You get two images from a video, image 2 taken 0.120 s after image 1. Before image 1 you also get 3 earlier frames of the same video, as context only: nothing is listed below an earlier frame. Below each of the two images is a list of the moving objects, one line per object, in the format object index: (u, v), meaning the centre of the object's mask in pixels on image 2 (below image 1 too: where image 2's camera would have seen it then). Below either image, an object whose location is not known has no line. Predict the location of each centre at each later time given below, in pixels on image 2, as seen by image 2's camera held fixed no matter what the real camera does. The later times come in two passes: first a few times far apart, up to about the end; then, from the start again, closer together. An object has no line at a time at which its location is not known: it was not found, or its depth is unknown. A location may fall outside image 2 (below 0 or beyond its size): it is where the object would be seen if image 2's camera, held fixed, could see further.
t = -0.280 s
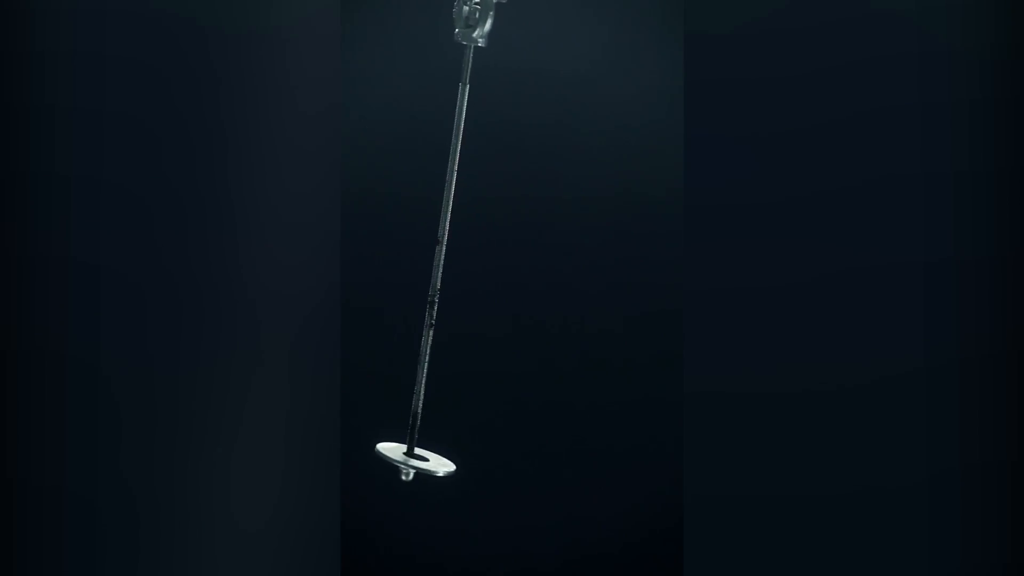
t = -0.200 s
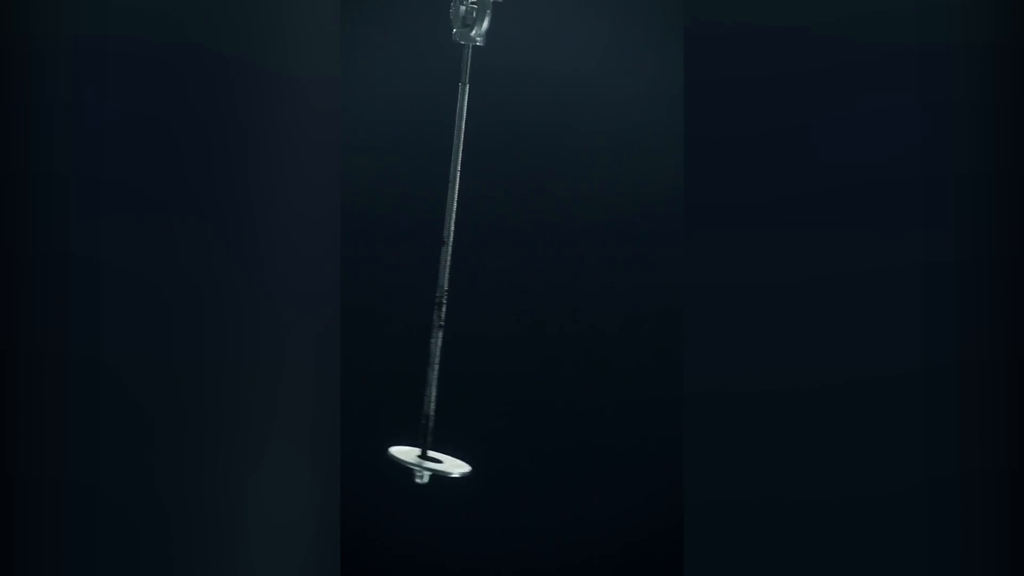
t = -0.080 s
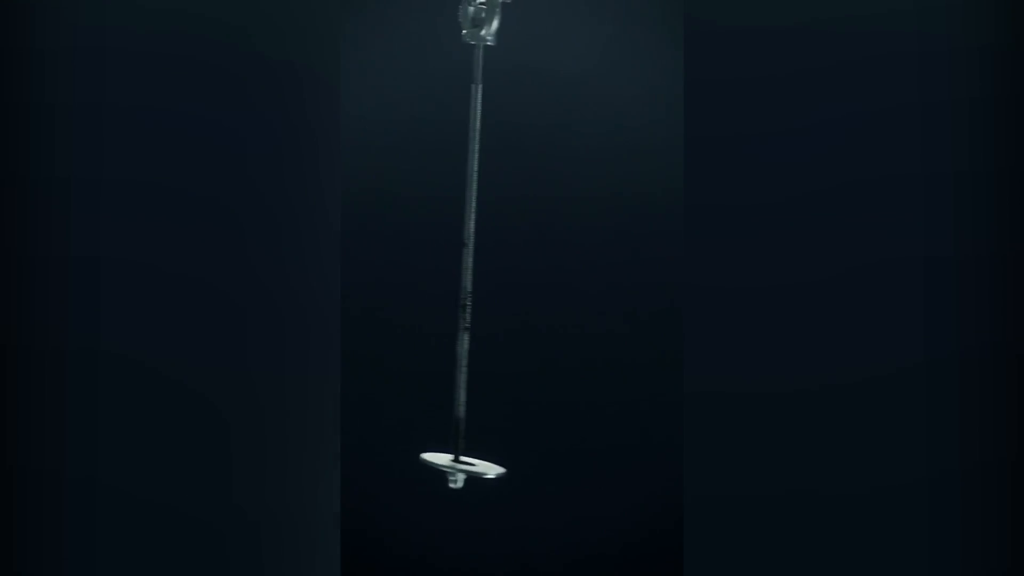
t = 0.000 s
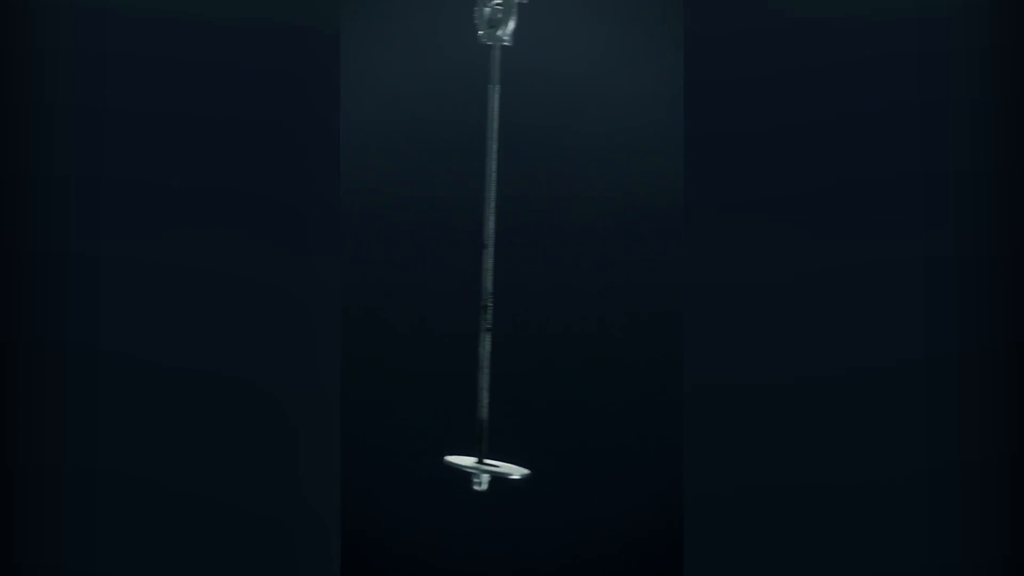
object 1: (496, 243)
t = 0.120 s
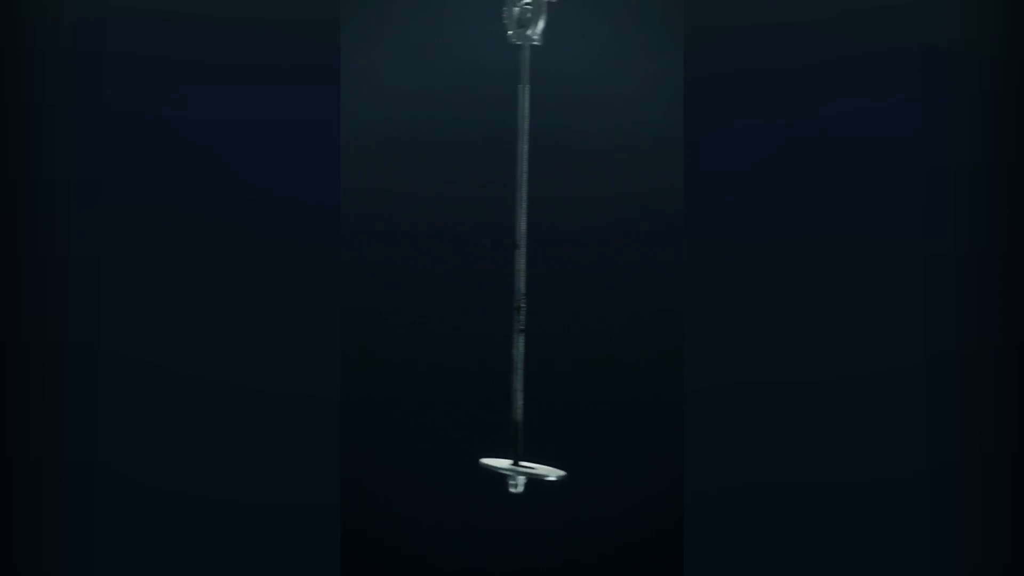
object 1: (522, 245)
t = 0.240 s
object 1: (544, 253)
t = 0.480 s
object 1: (548, 247)
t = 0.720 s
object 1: (507, 248)
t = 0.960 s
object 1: (462, 246)
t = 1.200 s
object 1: (461, 241)
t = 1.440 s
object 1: (505, 252)
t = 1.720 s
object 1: (548, 243)
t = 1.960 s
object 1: (535, 248)
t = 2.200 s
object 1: (489, 249)
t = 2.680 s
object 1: (475, 251)
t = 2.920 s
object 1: (523, 247)
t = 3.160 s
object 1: (547, 247)
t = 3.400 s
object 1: (525, 249)
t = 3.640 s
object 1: (481, 245)
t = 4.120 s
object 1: (486, 247)
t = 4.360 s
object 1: (529, 249)
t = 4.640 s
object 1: (541, 244)
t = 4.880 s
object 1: (508, 248)
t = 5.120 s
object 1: (471, 246)
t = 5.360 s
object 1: (467, 247)
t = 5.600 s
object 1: (503, 248)
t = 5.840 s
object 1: (538, 246)
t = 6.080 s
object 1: (535, 247)
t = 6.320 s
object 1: (499, 247)
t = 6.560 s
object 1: (468, 246)
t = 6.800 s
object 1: (475, 248)
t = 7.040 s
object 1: (512, 247)
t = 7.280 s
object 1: (538, 246)
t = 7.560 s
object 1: (522, 244)
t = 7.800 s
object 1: (486, 247)
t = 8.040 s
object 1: (468, 245)
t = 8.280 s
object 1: (489, 248)
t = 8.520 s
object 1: (525, 248)
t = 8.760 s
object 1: (536, 244)
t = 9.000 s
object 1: (514, 246)
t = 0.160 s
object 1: (530, 246)
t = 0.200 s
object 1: (538, 250)
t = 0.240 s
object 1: (544, 253)
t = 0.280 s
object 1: (549, 252)
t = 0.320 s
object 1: (552, 250)
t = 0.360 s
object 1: (554, 249)
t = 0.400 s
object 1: (553, 248)
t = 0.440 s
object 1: (552, 248)
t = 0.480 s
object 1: (548, 247)
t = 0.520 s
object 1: (544, 247)
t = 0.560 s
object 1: (538, 247)
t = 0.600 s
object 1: (531, 248)
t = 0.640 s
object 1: (524, 245)
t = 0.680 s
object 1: (515, 247)
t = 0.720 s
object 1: (507, 248)
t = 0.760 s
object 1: (498, 250)
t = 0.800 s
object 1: (490, 249)
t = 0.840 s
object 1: (482, 249)
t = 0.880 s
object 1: (474, 248)
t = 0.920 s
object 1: (467, 247)
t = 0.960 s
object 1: (462, 246)
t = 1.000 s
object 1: (458, 245)
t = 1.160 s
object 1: (457, 242)
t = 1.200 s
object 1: (461, 241)
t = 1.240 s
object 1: (466, 243)
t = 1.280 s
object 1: (473, 244)
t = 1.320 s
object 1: (480, 246)
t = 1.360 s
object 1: (487, 248)
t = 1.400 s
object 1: (496, 249)
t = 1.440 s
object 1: (505, 252)
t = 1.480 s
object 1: (513, 253)
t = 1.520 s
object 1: (522, 252)
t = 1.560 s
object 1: (530, 252)
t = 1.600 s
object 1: (536, 250)
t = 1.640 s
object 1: (542, 248)
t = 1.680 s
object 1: (546, 247)
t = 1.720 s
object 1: (548, 243)
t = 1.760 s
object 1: (550, 244)
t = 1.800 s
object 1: (550, 243)
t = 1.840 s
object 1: (548, 245)
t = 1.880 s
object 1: (545, 245)
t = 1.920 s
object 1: (540, 247)
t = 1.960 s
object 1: (535, 248)
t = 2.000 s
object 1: (528, 250)
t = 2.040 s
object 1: (521, 250)
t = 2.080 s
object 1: (513, 249)
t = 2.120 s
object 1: (505, 250)
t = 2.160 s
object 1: (497, 249)
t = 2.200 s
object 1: (489, 249)
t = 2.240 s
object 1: (481, 247)
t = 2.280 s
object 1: (474, 247)
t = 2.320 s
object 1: (468, 246)
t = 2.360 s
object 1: (463, 246)
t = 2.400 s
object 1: (460, 245)
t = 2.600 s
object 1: (464, 248)
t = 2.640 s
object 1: (469, 251)
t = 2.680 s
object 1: (475, 251)
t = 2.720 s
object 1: (483, 250)
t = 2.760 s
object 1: (491, 249)
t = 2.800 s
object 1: (499, 248)
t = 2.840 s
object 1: (507, 247)
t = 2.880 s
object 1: (515, 247)
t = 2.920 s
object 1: (523, 247)
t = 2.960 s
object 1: (529, 247)
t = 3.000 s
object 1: (536, 245)
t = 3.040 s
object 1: (540, 245)
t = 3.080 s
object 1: (544, 247)
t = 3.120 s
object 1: (546, 247)
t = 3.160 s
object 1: (547, 247)
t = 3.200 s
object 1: (546, 247)
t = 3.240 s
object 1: (544, 247)
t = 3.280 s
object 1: (541, 247)
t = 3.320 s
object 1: (537, 249)
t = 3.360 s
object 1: (531, 248)
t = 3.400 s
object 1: (525, 249)
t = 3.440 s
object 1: (518, 247)
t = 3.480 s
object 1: (510, 246)
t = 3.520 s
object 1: (503, 246)
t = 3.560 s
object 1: (495, 247)
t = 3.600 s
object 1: (488, 246)
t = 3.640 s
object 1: (481, 245)
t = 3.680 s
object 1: (475, 248)
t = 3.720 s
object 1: (469, 246)
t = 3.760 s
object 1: (465, 247)
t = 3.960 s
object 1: (464, 246)
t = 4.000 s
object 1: (468, 248)
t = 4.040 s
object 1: (473, 248)
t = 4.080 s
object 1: (479, 247)
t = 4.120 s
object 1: (486, 247)
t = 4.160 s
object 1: (493, 246)
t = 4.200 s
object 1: (501, 246)
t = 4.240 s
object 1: (509, 246)
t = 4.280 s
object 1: (516, 249)
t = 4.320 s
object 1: (523, 248)
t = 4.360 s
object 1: (529, 249)
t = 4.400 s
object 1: (535, 249)
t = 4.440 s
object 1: (539, 247)
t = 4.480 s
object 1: (542, 246)
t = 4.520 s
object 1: (544, 246)
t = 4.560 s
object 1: (544, 246)
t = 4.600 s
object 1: (543, 245)
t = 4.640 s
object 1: (541, 244)
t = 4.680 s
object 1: (538, 246)
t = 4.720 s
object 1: (533, 245)
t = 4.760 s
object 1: (528, 246)
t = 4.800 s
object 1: (522, 246)
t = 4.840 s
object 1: (515, 246)
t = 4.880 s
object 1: (508, 248)
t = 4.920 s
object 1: (501, 247)
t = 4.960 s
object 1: (494, 248)
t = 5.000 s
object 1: (487, 248)
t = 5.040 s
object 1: (481, 248)
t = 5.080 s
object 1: (475, 248)
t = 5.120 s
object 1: (471, 246)
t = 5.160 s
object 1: (467, 246)
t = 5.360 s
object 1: (467, 247)
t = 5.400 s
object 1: (472, 247)
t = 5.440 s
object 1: (476, 249)
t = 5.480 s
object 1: (483, 247)
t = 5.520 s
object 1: (489, 248)
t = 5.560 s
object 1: (496, 249)
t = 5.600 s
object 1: (503, 248)
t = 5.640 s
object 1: (511, 248)
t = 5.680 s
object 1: (517, 249)
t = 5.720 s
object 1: (524, 247)
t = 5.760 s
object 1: (529, 247)
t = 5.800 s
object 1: (534, 247)
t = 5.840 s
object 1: (538, 246)
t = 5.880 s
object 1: (540, 245)
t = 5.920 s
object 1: (541, 244)
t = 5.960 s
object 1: (541, 245)
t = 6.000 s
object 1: (540, 245)
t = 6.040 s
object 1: (538, 246)
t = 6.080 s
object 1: (535, 247)
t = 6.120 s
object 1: (530, 247)
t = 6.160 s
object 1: (525, 247)
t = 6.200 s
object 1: (519, 246)
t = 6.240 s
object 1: (512, 247)
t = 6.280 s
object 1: (506, 248)
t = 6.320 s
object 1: (499, 247)
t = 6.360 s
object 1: (492, 246)
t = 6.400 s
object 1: (486, 247)
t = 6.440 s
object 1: (481, 246)
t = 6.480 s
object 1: (476, 246)
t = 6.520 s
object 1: (472, 245)
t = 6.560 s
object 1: (468, 246)
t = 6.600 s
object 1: (467, 245)
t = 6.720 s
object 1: (468, 248)
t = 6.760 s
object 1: (471, 247)
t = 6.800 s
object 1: (475, 248)
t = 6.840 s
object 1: (480, 248)
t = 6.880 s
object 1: (486, 249)
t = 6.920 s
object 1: (492, 247)
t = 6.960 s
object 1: (499, 248)
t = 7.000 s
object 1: (506, 248)
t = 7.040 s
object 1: (512, 247)
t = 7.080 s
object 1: (518, 247)
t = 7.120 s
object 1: (524, 248)
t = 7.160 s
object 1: (529, 247)
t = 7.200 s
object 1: (533, 248)
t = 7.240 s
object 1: (536, 247)
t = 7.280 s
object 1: (538, 246)
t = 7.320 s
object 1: (539, 245)
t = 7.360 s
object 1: (539, 245)
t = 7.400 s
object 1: (537, 245)
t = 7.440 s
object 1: (535, 245)
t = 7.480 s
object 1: (531, 244)
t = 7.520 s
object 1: (527, 246)
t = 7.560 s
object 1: (522, 244)
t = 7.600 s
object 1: (516, 246)
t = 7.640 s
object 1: (510, 245)
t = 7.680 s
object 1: (504, 246)
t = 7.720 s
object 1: (498, 246)
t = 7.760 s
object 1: (492, 245)
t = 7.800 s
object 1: (486, 247)
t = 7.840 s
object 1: (481, 246)
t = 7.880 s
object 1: (476, 247)
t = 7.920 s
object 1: (473, 245)
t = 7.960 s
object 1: (470, 246)
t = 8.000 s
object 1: (468, 245)
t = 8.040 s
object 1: (468, 245)
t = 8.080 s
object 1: (469, 246)
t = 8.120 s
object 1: (471, 246)
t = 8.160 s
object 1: (474, 247)
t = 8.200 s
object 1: (478, 248)
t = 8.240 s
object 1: (483, 248)
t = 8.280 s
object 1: (489, 248)
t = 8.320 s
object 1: (495, 249)
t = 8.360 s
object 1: (501, 247)
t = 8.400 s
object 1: (507, 248)
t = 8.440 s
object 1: (514, 247)
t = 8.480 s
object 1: (519, 247)
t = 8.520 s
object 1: (525, 248)
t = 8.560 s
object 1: (529, 247)
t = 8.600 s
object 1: (532, 246)
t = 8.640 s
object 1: (535, 246)
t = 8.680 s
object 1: (537, 245)
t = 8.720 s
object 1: (537, 245)
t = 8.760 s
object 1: (536, 244)
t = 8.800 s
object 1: (535, 244)
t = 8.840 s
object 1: (532, 244)
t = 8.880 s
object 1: (529, 246)
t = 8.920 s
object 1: (524, 246)
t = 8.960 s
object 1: (520, 245)
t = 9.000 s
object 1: (514, 246)
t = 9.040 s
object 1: (508, 247)
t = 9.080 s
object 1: (502, 248)
